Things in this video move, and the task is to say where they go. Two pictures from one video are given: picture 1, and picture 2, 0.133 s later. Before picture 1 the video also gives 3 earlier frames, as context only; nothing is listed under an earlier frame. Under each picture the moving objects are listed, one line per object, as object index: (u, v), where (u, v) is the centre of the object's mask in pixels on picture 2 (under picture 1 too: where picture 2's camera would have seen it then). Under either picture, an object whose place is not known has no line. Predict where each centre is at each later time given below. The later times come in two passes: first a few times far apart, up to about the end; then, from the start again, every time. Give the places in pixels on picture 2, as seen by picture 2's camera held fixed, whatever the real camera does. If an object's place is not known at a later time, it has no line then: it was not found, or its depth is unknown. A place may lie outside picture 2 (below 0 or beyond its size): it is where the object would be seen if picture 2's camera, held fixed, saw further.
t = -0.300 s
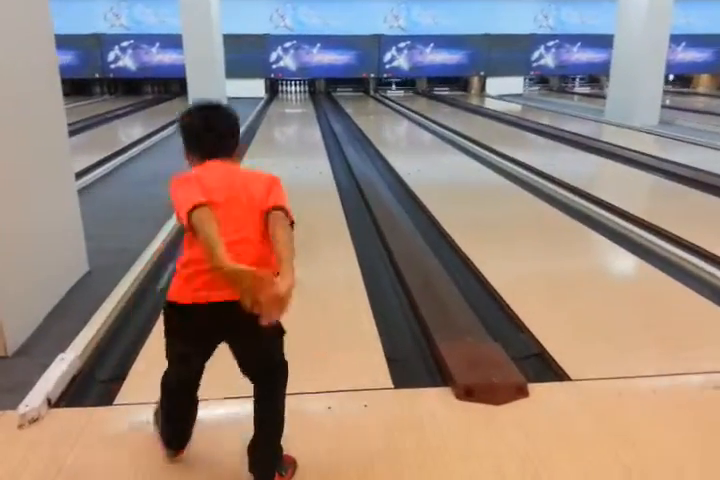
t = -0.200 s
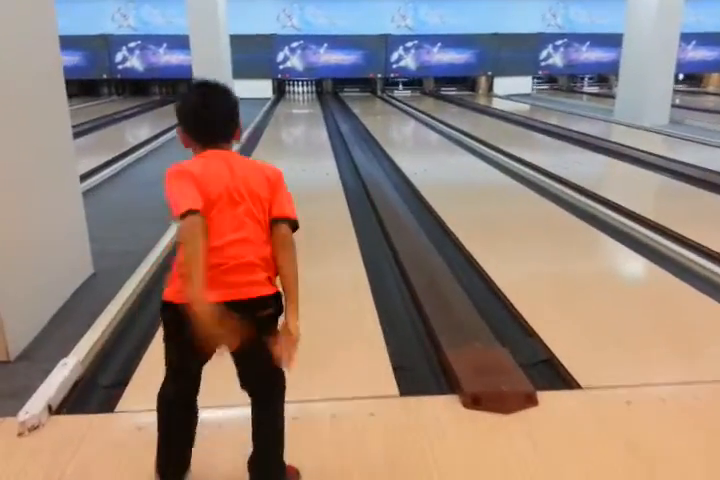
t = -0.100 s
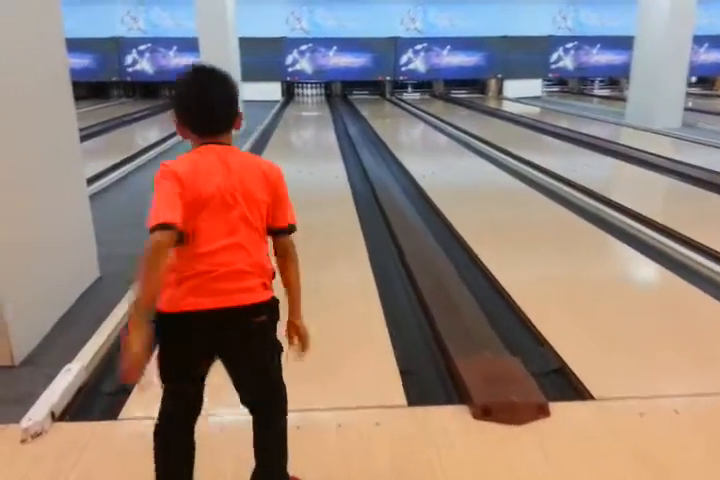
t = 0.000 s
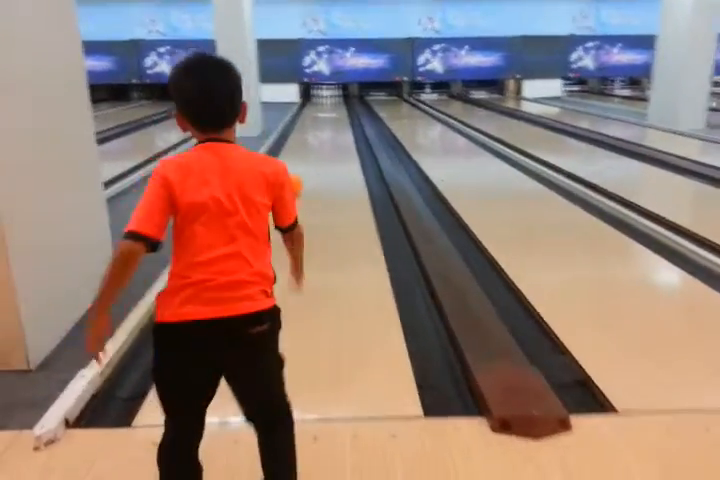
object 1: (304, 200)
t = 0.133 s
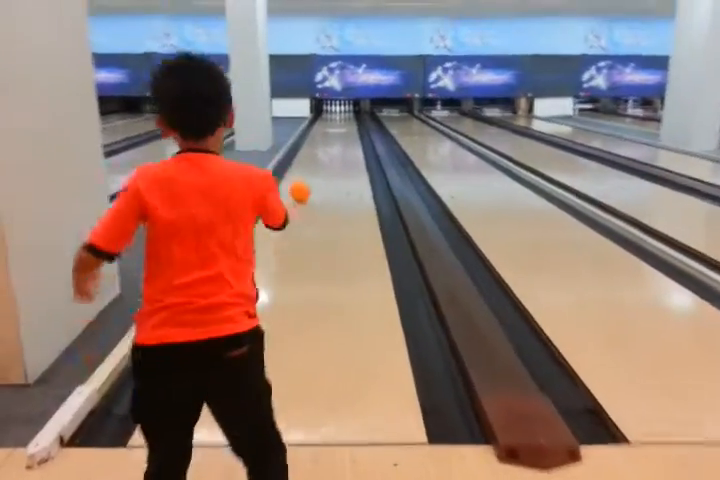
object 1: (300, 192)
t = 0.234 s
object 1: (300, 187)
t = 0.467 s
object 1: (301, 175)
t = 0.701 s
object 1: (304, 168)
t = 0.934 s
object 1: (304, 160)
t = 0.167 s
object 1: (300, 190)
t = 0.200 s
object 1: (301, 189)
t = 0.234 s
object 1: (300, 187)
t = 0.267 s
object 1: (300, 185)
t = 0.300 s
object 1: (301, 183)
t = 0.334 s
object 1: (301, 180)
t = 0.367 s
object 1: (301, 179)
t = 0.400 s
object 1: (302, 177)
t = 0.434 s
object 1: (301, 176)
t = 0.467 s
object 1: (301, 175)
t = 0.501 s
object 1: (302, 174)
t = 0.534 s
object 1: (302, 172)
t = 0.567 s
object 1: (302, 172)
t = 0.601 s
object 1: (303, 170)
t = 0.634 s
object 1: (303, 170)
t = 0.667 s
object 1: (304, 168)
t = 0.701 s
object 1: (304, 168)
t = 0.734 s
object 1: (304, 166)
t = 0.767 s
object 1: (304, 165)
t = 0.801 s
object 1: (304, 164)
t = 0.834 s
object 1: (304, 162)
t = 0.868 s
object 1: (304, 162)
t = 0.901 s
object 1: (304, 161)
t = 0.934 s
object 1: (304, 160)
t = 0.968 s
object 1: (305, 159)
